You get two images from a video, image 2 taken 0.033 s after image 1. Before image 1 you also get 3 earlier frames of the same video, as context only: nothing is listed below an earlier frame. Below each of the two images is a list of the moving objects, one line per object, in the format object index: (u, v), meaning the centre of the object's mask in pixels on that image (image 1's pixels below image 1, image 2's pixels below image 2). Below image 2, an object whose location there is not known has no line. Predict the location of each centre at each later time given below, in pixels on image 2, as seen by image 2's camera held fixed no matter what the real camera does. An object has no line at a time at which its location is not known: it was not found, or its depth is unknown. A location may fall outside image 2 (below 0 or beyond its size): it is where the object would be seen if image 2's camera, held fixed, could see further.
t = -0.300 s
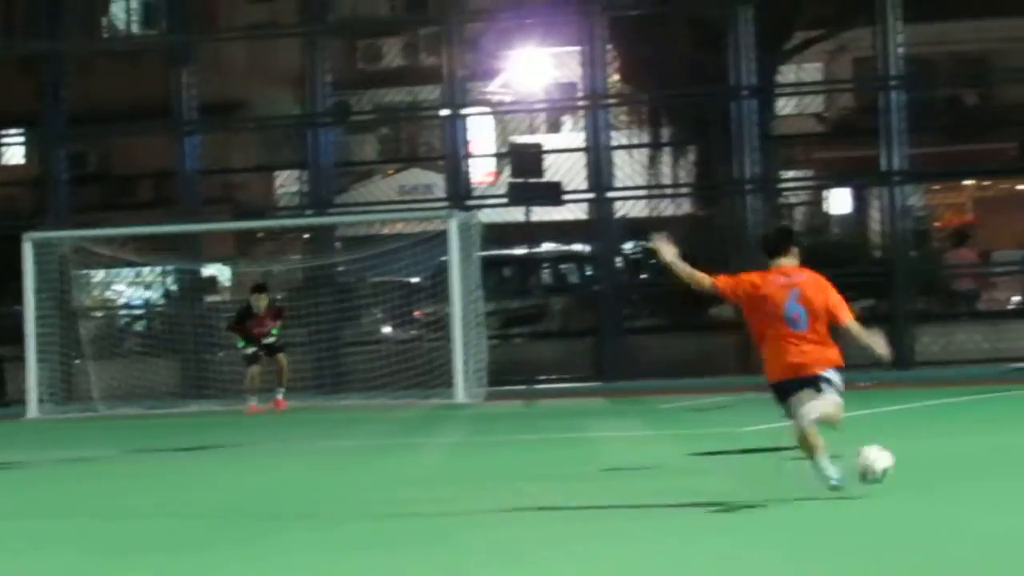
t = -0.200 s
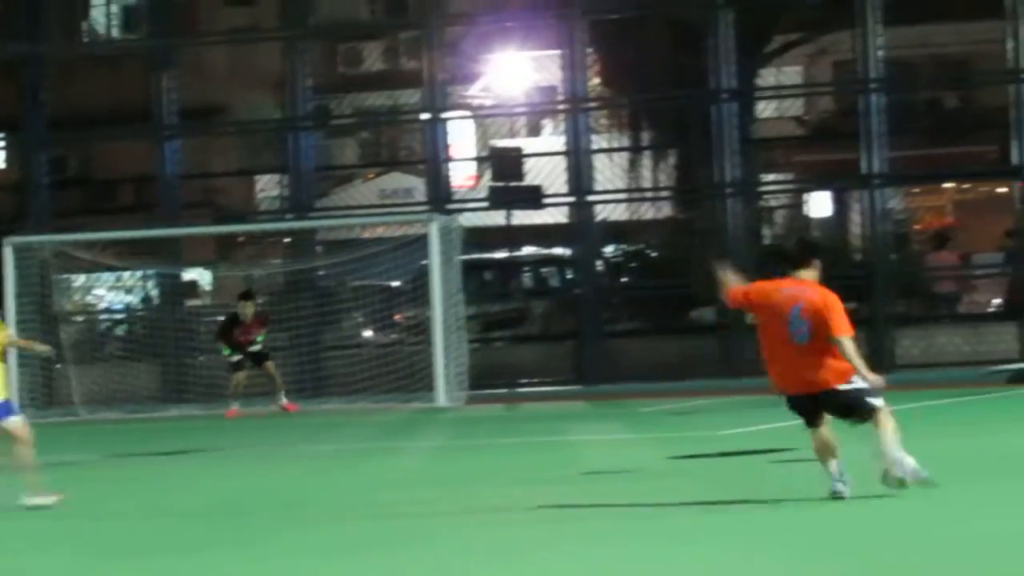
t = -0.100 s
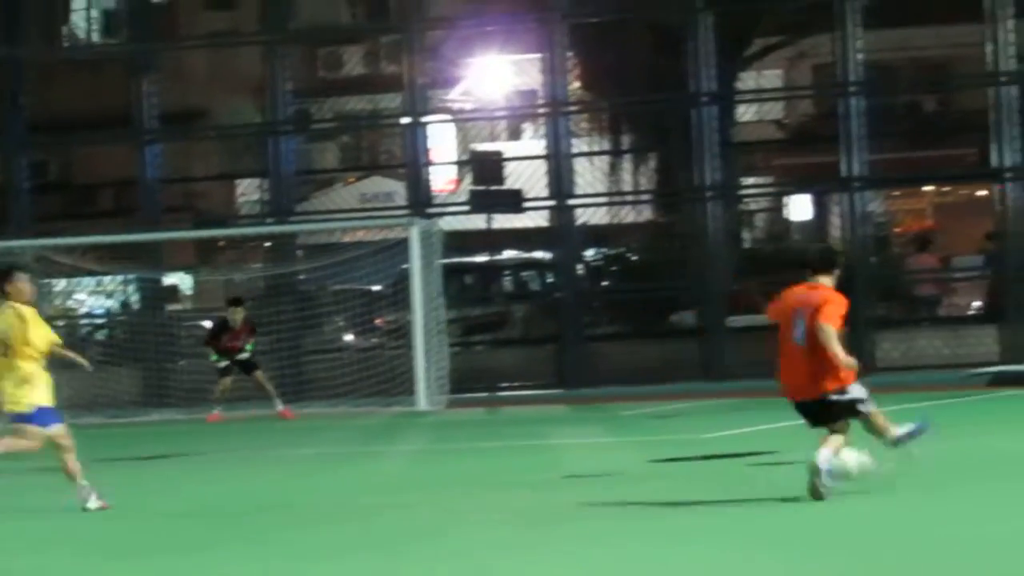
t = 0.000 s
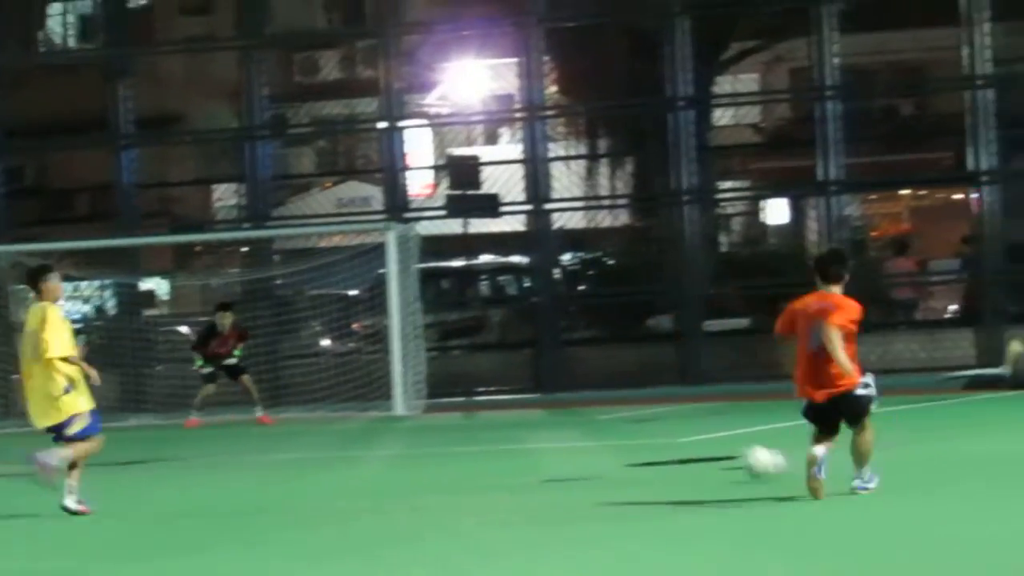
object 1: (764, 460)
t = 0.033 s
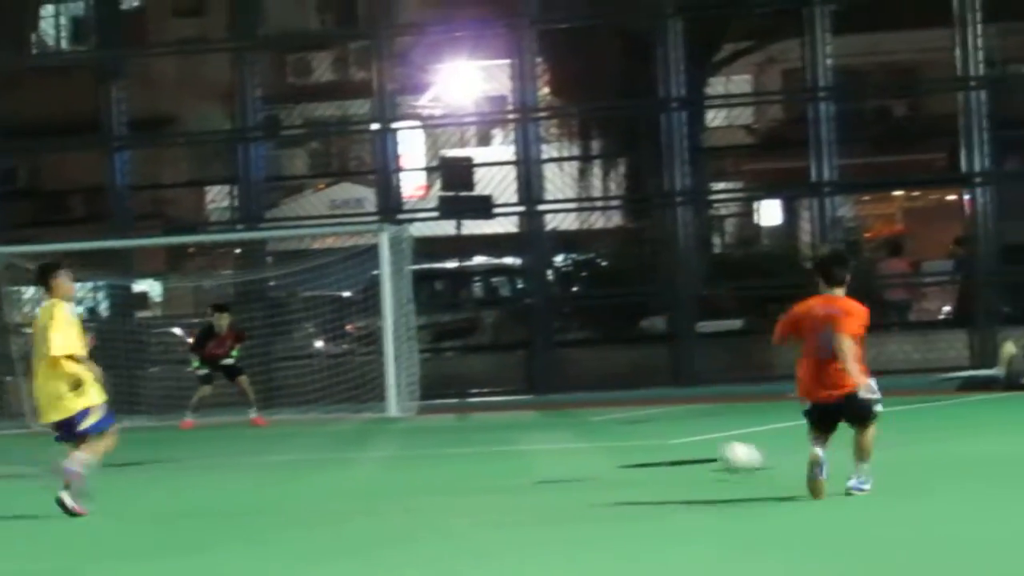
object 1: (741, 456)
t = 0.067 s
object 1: (724, 451)
